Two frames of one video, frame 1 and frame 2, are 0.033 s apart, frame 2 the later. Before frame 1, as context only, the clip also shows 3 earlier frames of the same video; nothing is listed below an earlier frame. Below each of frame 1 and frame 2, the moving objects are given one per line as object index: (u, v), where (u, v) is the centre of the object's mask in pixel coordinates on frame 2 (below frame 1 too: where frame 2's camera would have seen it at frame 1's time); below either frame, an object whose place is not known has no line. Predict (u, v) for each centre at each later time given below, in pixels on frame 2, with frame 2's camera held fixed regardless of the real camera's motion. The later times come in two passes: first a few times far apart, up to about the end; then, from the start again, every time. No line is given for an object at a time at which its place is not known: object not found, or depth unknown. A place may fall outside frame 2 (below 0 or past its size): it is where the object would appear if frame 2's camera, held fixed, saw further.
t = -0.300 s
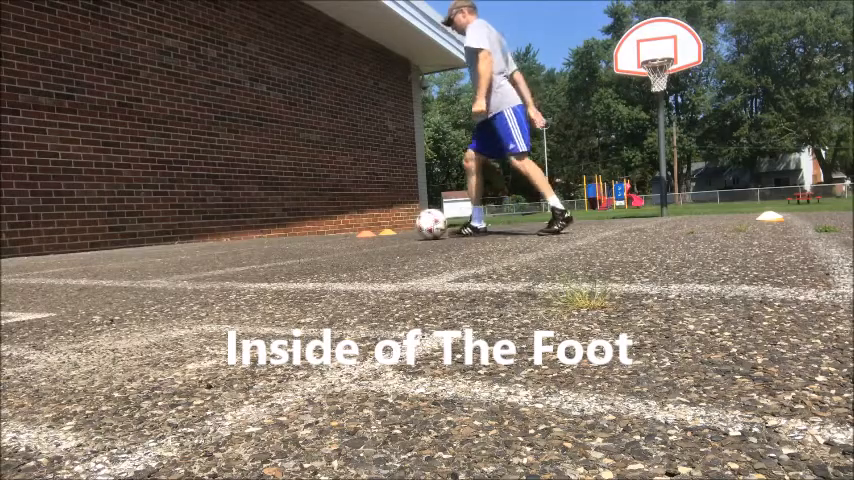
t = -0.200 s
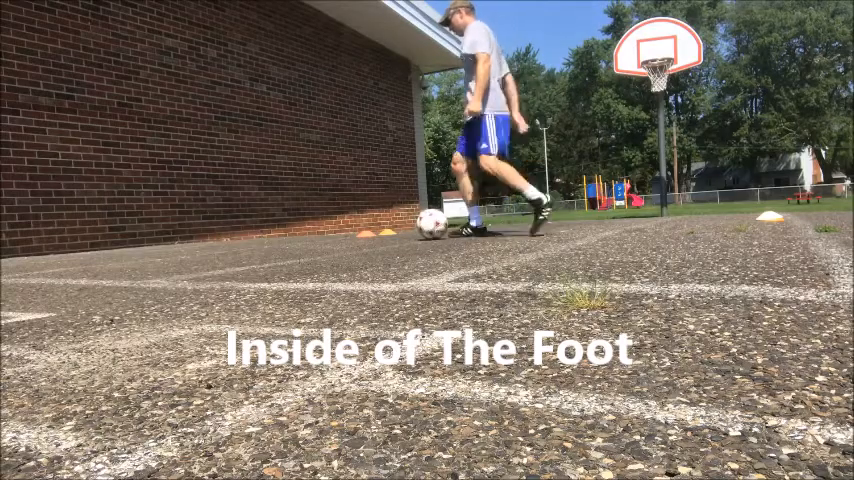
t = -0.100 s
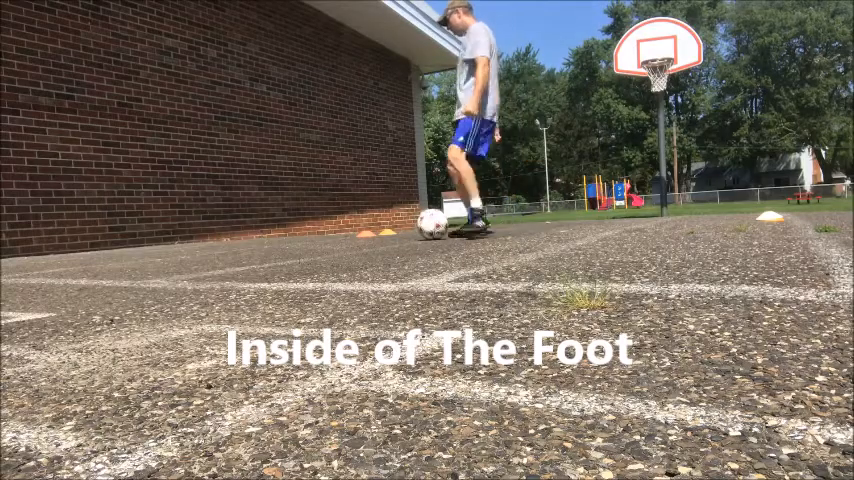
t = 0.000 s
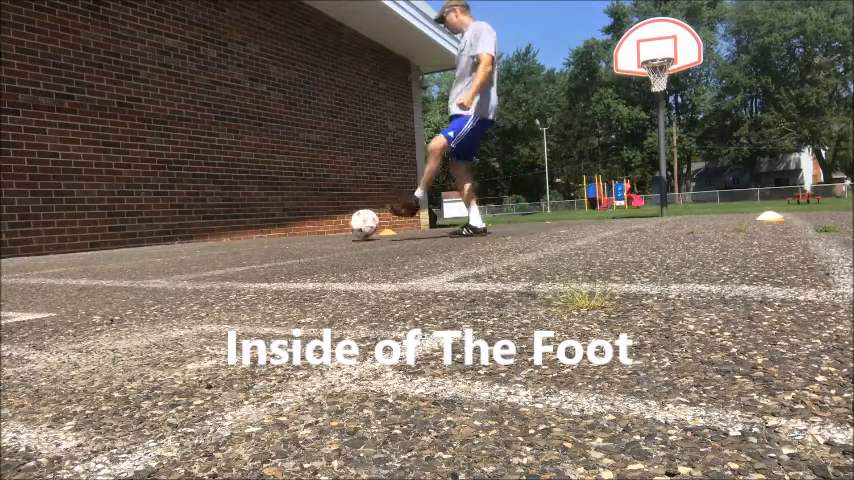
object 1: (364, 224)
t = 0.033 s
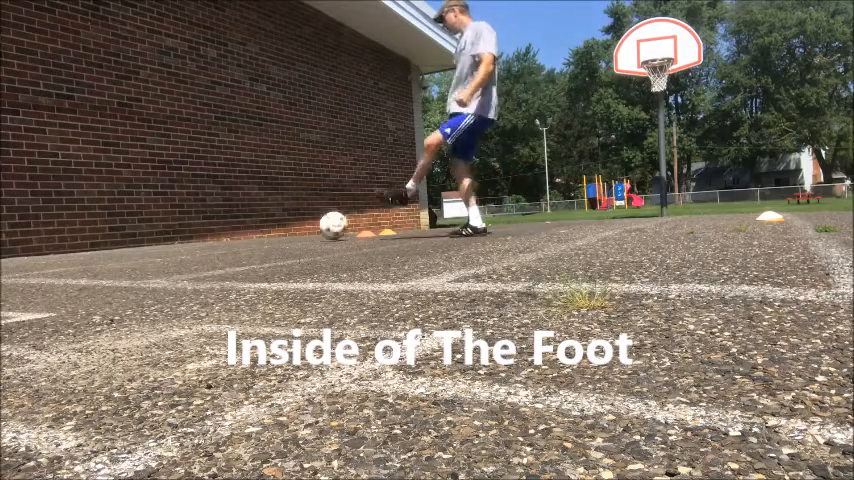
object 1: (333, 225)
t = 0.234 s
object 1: (193, 232)
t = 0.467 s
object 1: (199, 232)
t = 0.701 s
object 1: (290, 227)
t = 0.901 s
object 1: (355, 223)
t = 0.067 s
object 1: (305, 227)
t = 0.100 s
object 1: (278, 228)
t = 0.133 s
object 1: (255, 229)
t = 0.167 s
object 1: (232, 230)
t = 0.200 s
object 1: (212, 231)
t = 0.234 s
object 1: (193, 232)
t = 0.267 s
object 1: (175, 233)
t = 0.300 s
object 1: (160, 234)
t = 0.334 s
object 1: (144, 235)
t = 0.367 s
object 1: (155, 233)
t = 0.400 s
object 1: (170, 232)
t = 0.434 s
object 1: (185, 232)
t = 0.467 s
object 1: (199, 232)
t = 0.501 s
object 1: (213, 231)
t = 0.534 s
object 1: (227, 230)
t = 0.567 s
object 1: (239, 229)
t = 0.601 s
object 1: (253, 228)
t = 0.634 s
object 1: (265, 228)
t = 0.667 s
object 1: (278, 228)
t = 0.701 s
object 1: (290, 227)
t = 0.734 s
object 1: (301, 226)
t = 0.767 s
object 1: (313, 226)
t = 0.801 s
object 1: (324, 225)
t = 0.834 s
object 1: (334, 225)
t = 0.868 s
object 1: (344, 224)
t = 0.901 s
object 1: (355, 223)
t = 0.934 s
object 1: (366, 223)
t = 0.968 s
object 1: (377, 222)
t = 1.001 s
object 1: (387, 222)
